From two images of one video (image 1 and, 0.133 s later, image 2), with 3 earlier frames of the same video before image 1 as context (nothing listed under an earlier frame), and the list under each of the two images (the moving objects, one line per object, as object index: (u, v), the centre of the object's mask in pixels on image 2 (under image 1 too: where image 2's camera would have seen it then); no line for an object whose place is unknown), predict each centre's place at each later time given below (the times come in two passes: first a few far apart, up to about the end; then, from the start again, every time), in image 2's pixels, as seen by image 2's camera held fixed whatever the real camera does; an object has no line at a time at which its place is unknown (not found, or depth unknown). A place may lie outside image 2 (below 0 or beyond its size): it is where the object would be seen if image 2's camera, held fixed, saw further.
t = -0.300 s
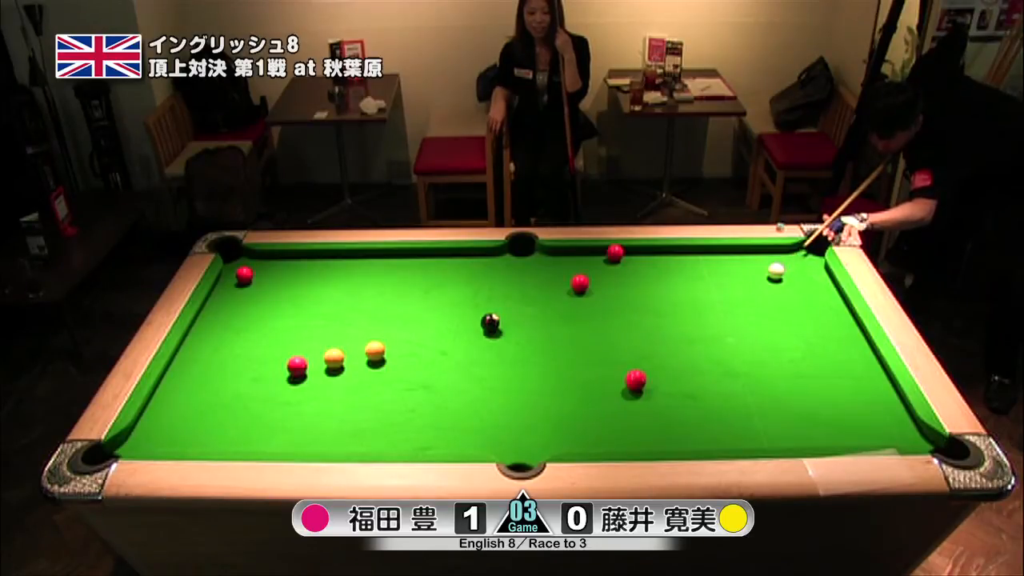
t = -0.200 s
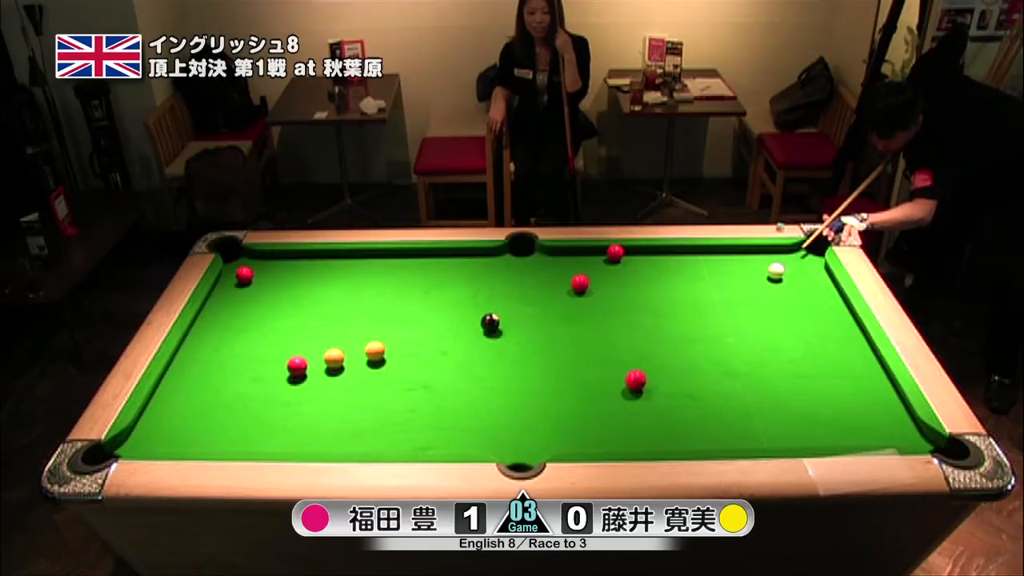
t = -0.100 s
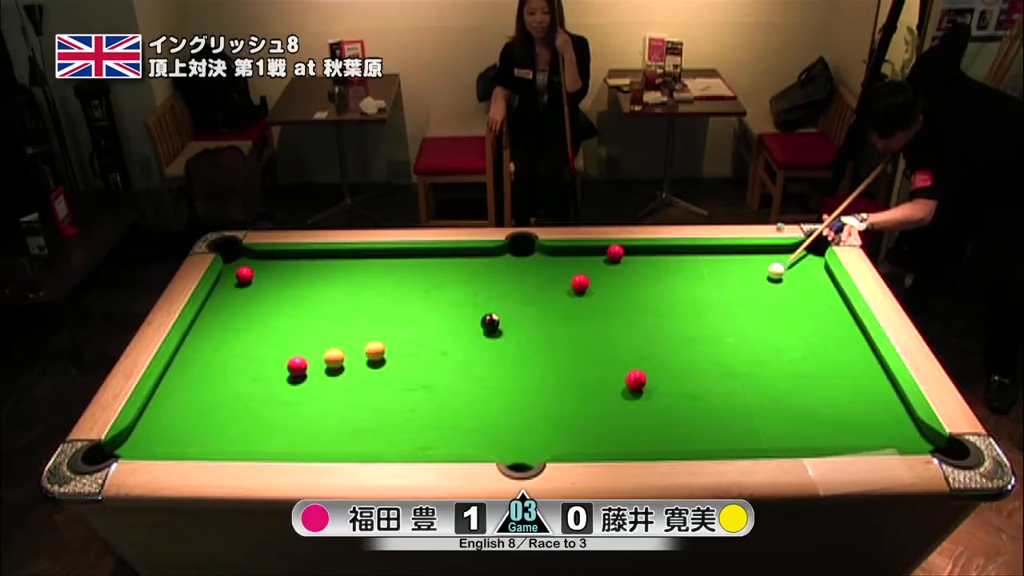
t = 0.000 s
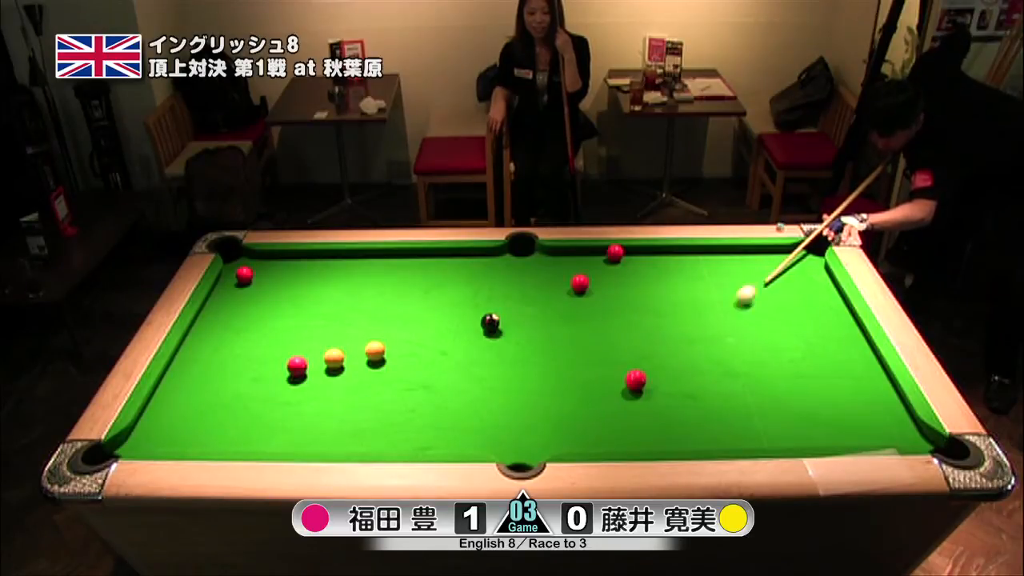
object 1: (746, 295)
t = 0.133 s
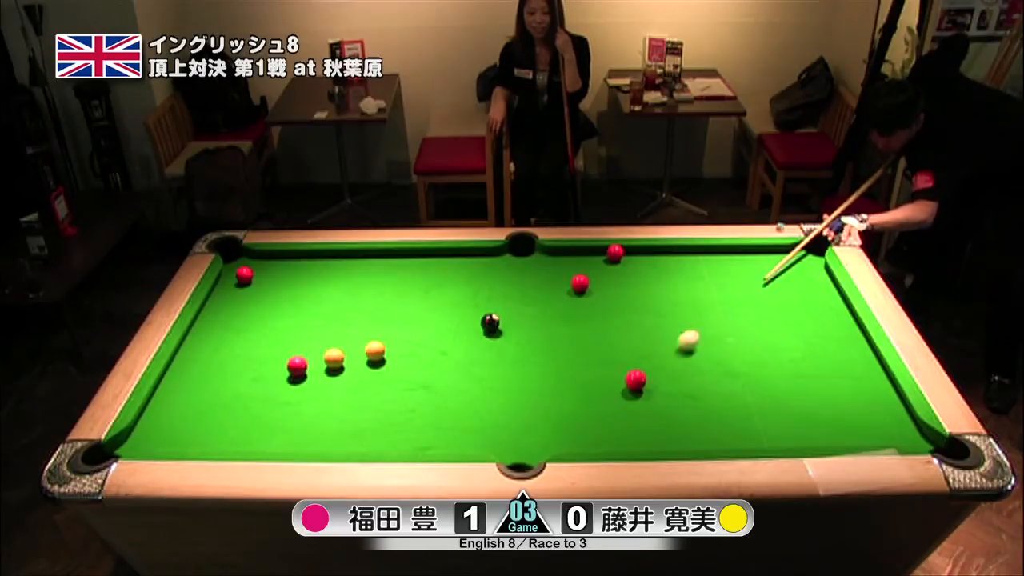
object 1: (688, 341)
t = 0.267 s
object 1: (649, 372)
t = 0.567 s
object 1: (657, 369)
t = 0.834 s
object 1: (662, 368)
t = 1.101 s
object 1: (663, 368)
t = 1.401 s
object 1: (663, 368)
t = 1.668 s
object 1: (662, 368)
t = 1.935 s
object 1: (663, 368)
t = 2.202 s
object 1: (663, 368)
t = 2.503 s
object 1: (663, 368)
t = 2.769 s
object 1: (663, 368)
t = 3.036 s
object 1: (663, 368)
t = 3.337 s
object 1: (663, 368)
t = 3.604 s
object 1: (663, 368)
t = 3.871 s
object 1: (663, 368)
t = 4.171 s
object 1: (663, 368)
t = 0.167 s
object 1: (673, 353)
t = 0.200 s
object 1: (659, 364)
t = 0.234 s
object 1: (648, 372)
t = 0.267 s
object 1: (649, 372)
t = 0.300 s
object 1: (650, 372)
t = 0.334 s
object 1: (651, 371)
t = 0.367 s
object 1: (652, 371)
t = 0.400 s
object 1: (653, 371)
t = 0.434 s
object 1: (654, 370)
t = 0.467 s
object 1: (655, 370)
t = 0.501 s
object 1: (656, 370)
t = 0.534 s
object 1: (657, 370)
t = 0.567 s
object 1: (657, 369)
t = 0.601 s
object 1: (658, 369)
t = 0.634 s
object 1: (659, 369)
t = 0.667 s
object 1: (659, 369)
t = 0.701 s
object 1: (660, 369)
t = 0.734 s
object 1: (660, 369)
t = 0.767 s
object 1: (661, 369)
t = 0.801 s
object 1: (661, 369)
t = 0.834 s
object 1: (662, 368)
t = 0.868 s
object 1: (662, 368)
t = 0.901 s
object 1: (662, 368)
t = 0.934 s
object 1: (662, 368)
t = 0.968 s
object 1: (663, 368)
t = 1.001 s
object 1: (663, 368)
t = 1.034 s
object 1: (663, 368)
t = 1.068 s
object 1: (663, 368)
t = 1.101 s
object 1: (663, 368)
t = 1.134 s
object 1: (663, 368)
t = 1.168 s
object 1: (663, 368)
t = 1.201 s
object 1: (663, 368)
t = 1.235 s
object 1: (663, 368)
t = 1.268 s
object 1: (663, 368)
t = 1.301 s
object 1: (663, 368)
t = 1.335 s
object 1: (663, 368)
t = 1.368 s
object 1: (663, 368)
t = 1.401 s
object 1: (663, 368)
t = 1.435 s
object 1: (663, 368)
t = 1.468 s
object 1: (662, 368)
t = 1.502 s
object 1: (663, 368)
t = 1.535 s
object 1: (663, 368)
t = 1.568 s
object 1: (663, 368)
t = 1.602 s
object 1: (663, 368)
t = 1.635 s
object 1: (663, 368)
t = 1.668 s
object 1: (662, 368)
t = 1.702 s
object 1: (663, 368)
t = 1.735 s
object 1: (662, 368)
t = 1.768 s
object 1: (662, 368)
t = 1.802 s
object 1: (662, 368)
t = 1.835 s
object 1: (663, 368)
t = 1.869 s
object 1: (663, 368)
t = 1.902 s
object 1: (663, 368)
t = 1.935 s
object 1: (663, 368)
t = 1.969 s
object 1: (663, 368)
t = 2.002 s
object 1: (663, 368)
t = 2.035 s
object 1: (663, 368)
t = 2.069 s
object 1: (663, 368)
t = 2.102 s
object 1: (663, 368)
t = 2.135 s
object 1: (663, 368)
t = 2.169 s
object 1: (663, 368)
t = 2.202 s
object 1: (663, 368)
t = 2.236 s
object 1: (663, 368)
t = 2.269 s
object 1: (663, 368)
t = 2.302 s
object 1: (663, 368)
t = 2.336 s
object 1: (663, 368)
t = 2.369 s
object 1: (663, 368)
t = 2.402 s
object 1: (663, 368)
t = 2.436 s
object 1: (663, 368)
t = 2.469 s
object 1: (663, 368)
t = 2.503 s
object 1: (663, 368)
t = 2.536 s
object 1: (663, 368)
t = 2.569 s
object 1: (663, 368)
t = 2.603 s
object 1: (663, 368)
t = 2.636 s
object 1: (663, 368)
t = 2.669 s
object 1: (663, 368)
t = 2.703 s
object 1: (663, 368)
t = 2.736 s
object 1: (663, 368)
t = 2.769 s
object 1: (663, 368)
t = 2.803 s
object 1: (663, 368)
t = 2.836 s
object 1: (663, 368)
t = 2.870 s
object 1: (663, 368)
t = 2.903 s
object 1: (663, 368)
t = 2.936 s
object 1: (663, 368)
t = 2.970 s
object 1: (663, 368)
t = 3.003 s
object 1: (663, 368)
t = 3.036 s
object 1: (663, 368)
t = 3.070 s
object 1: (663, 368)
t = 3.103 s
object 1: (663, 368)
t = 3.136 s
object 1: (663, 368)
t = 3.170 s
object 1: (663, 368)
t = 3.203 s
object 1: (663, 368)
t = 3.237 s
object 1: (663, 368)
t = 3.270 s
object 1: (663, 368)
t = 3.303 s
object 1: (663, 368)
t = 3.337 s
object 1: (663, 368)
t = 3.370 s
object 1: (663, 368)
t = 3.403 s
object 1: (663, 368)
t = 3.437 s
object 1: (663, 368)
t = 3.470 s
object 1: (663, 368)
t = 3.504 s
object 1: (663, 368)
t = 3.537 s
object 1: (663, 368)
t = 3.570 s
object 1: (663, 368)
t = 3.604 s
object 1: (663, 368)
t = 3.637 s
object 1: (663, 368)
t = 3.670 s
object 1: (663, 368)
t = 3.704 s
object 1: (663, 368)
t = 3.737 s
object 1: (663, 368)
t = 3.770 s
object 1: (663, 368)
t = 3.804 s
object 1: (663, 368)
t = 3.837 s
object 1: (663, 368)
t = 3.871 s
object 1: (663, 368)
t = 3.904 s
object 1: (663, 368)
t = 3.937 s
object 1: (663, 368)
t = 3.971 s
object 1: (663, 368)
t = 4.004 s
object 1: (663, 368)
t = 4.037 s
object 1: (663, 368)
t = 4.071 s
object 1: (663, 368)
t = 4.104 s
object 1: (663, 368)
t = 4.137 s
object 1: (663, 368)
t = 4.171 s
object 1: (663, 368)
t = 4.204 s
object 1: (663, 368)
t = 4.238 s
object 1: (663, 368)
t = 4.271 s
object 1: (663, 368)
